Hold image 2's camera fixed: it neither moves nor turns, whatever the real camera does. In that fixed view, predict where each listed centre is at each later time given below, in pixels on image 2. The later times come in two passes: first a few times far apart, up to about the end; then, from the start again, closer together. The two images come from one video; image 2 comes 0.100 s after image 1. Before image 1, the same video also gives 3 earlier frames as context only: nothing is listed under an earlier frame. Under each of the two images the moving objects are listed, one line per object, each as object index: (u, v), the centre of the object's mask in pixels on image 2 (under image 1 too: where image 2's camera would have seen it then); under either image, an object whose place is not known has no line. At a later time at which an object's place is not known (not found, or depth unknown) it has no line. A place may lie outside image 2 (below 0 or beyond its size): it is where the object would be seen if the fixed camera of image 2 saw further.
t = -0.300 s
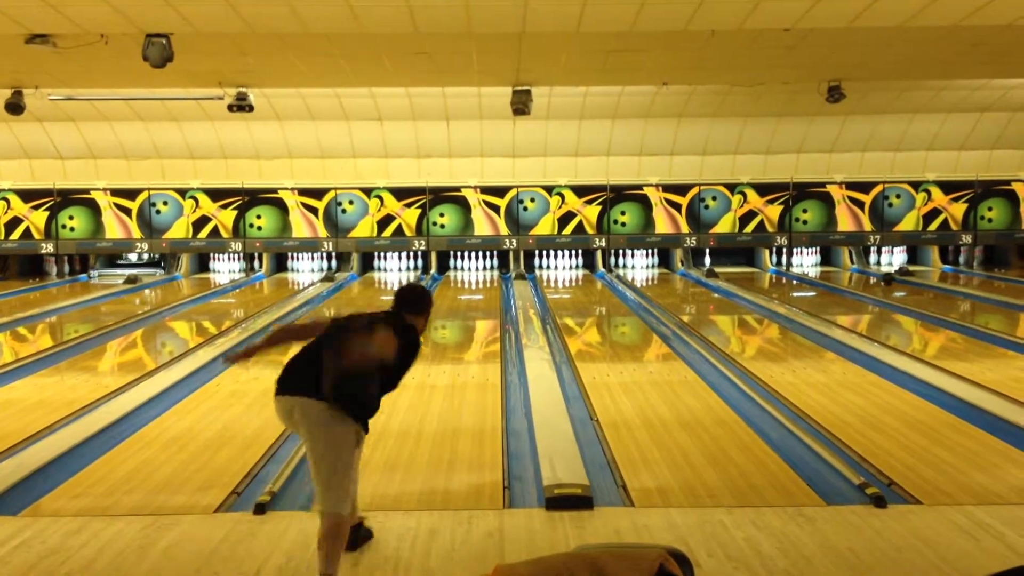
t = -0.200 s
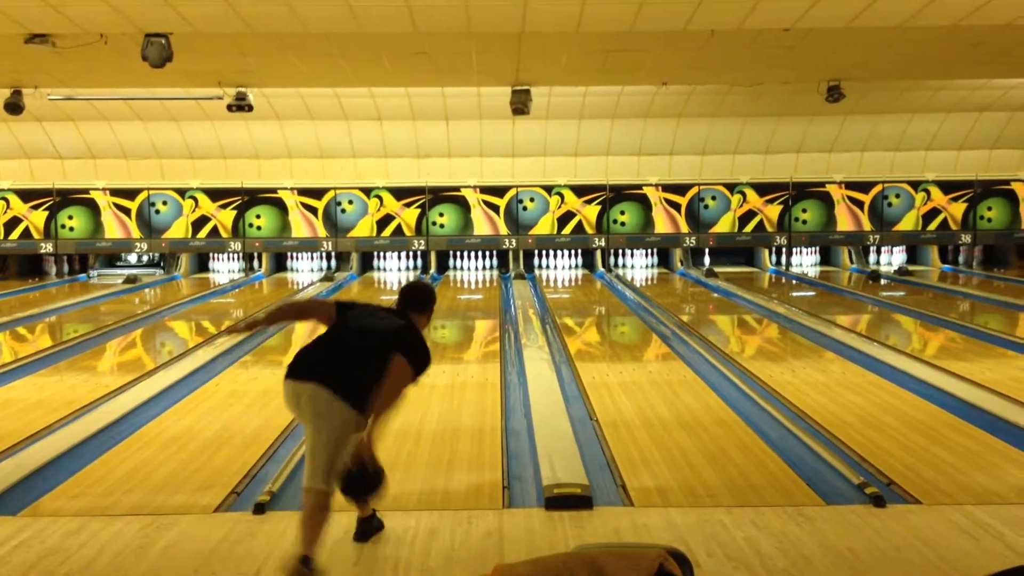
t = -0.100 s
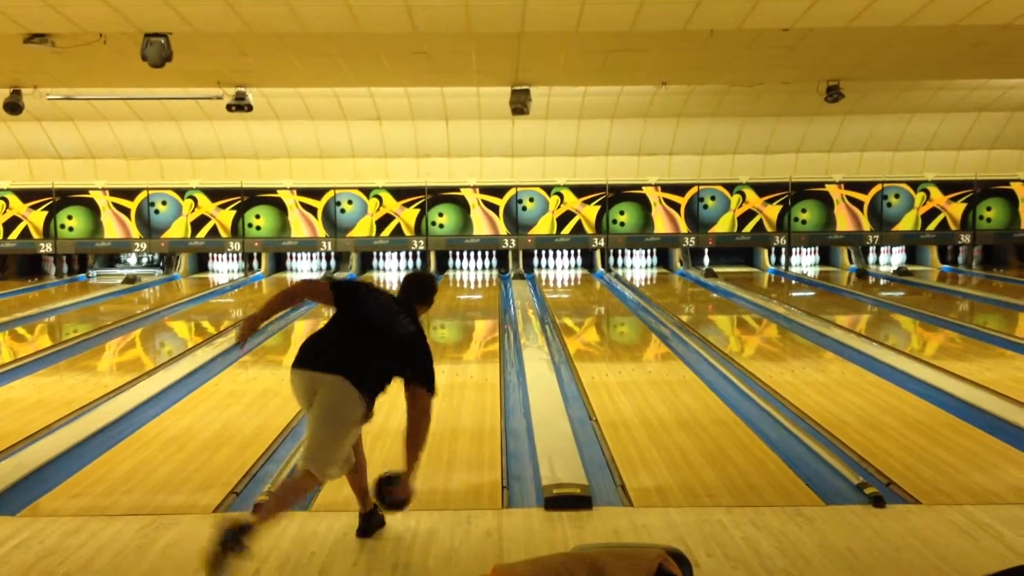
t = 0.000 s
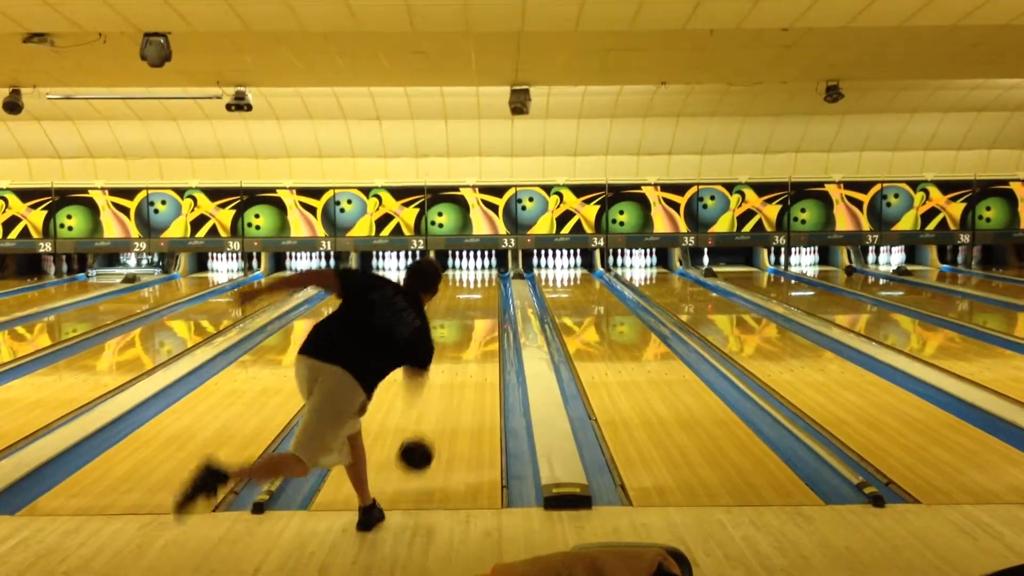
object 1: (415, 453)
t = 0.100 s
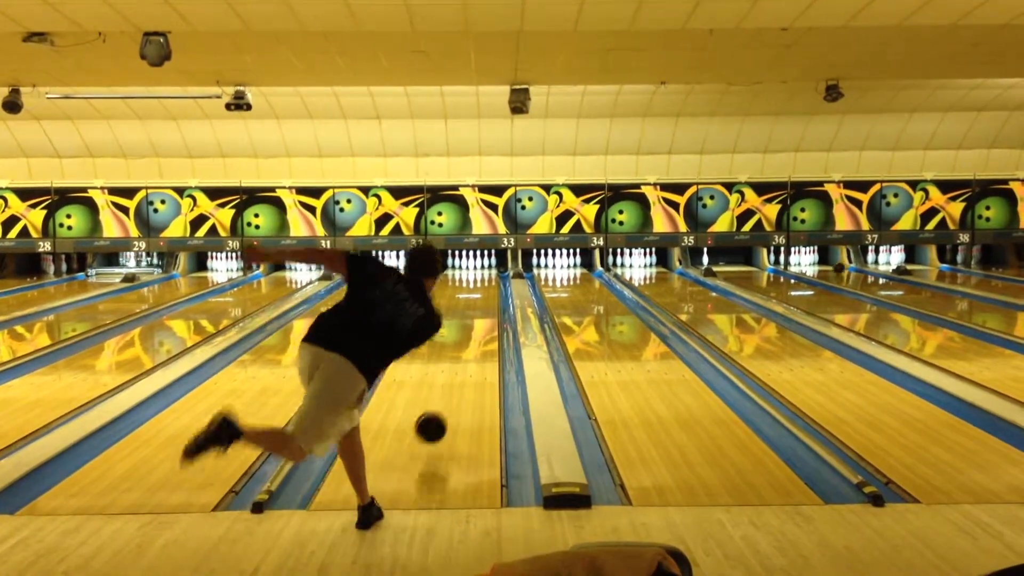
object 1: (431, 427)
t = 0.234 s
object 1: (447, 403)
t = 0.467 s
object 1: (466, 362)
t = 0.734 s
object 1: (479, 330)
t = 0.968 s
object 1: (486, 310)
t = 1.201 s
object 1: (490, 296)
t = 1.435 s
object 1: (490, 285)
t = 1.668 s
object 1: (487, 276)
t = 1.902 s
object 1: (481, 270)
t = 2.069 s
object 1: (477, 266)
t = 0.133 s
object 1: (435, 423)
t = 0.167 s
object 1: (439, 420)
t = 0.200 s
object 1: (443, 411)
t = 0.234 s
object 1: (447, 403)
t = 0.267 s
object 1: (450, 397)
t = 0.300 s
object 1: (453, 390)
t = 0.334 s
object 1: (456, 384)
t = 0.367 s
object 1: (459, 378)
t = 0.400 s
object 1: (461, 372)
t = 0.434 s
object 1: (463, 367)
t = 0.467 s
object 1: (466, 362)
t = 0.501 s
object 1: (468, 357)
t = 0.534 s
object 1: (469, 353)
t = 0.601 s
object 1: (476, 344)
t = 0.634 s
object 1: (475, 340)
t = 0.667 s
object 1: (476, 337)
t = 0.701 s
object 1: (478, 333)
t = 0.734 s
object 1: (479, 330)
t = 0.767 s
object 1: (481, 327)
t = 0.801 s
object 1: (482, 323)
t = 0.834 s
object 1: (483, 320)
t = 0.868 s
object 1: (484, 318)
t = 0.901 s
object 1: (485, 315)
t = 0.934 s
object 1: (486, 312)
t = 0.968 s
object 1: (486, 310)
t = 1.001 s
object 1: (487, 308)
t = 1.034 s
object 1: (488, 306)
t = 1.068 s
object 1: (488, 304)
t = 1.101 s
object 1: (489, 302)
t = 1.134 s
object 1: (489, 300)
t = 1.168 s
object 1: (489, 298)
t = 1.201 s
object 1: (490, 296)
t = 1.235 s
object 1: (490, 294)
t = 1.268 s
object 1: (490, 293)
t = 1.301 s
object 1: (490, 291)
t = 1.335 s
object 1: (490, 290)
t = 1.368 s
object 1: (490, 288)
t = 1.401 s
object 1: (490, 286)
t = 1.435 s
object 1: (490, 285)
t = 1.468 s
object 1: (490, 284)
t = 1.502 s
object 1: (490, 282)
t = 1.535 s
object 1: (489, 281)
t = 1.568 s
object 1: (489, 280)
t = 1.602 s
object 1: (489, 279)
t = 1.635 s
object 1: (488, 277)
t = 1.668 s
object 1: (487, 276)
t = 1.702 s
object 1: (488, 276)
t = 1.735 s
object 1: (487, 275)
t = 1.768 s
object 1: (485, 273)
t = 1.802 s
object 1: (485, 273)
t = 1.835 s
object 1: (484, 272)
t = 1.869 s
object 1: (483, 271)
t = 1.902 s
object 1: (481, 270)
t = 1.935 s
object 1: (480, 269)
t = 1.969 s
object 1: (479, 268)
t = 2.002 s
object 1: (479, 267)
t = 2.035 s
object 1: (478, 267)
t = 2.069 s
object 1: (477, 266)
